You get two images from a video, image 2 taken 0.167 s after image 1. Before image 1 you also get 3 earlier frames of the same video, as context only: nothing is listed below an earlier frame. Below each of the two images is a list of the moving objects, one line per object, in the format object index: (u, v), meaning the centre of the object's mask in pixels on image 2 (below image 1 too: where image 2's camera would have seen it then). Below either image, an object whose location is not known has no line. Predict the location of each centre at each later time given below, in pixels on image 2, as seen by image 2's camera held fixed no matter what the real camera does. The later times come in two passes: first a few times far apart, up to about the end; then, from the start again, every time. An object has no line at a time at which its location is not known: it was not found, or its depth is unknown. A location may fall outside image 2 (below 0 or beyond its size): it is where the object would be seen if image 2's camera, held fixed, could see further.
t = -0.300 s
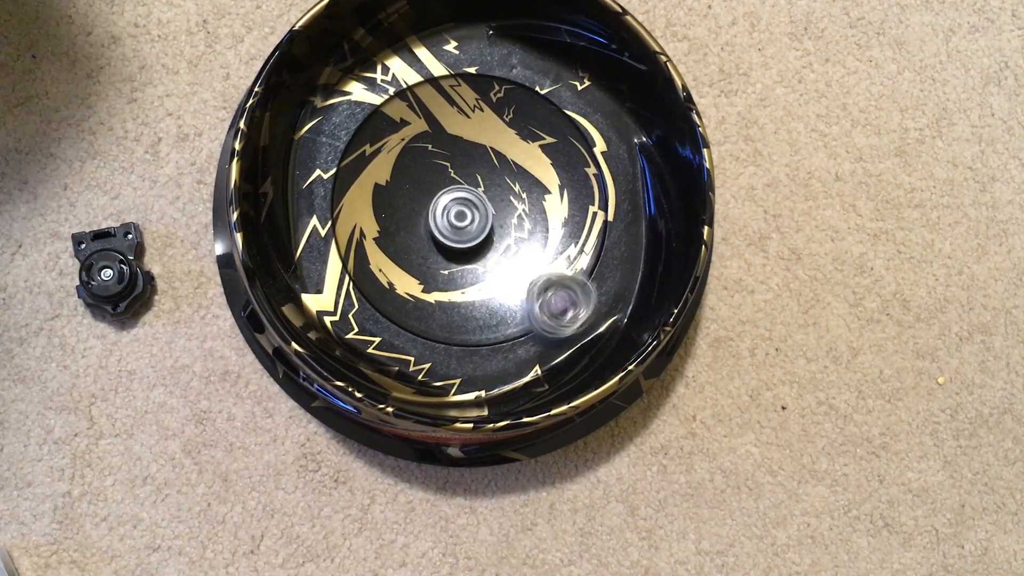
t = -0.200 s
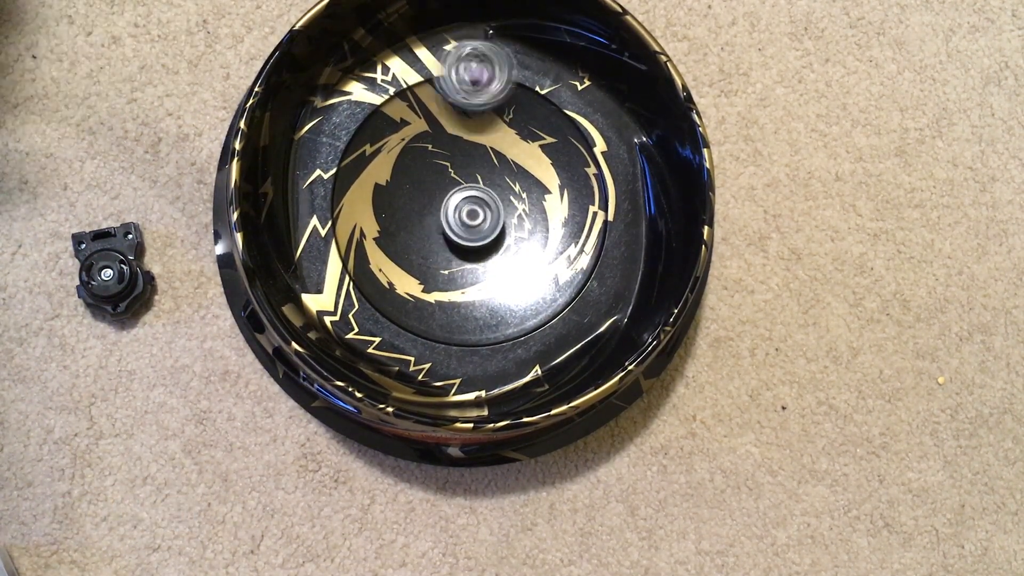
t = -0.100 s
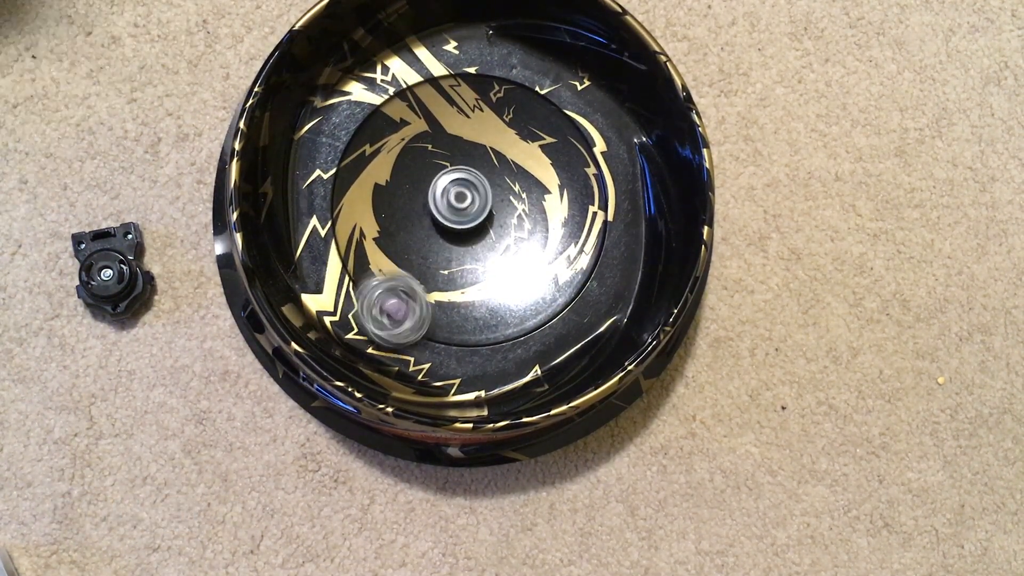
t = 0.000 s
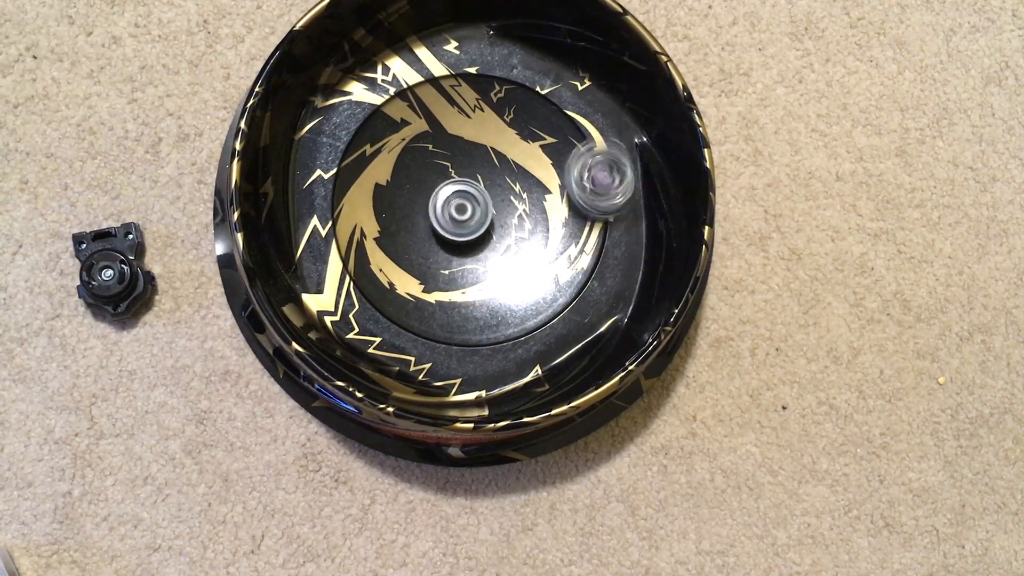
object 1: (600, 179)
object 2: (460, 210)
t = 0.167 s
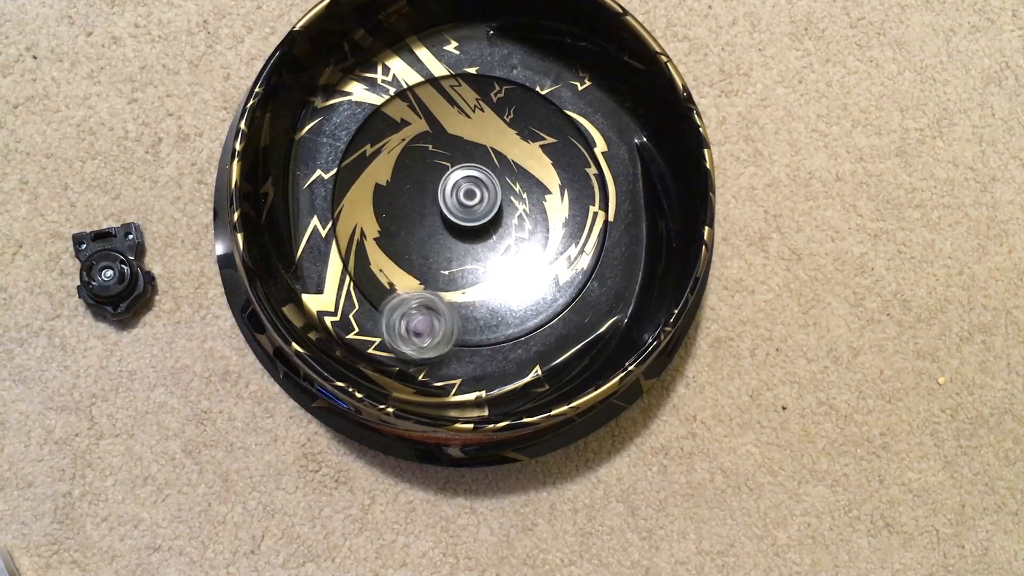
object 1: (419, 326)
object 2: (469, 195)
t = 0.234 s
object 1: (595, 254)
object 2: (467, 211)
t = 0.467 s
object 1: (534, 321)
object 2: (462, 213)
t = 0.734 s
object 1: (538, 320)
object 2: (458, 201)
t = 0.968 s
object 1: (434, 329)
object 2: (474, 197)
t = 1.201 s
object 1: (351, 251)
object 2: (477, 207)
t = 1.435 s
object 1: (366, 132)
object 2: (474, 210)
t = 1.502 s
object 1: (400, 315)
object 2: (471, 206)
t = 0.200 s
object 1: (522, 330)
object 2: (466, 202)
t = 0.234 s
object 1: (595, 254)
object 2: (467, 211)
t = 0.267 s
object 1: (591, 155)
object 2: (473, 217)
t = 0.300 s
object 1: (519, 86)
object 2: (480, 218)
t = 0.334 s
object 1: (420, 88)
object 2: (483, 213)
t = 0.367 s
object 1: (348, 159)
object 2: (479, 207)
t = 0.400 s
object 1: (353, 263)
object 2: (472, 205)
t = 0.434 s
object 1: (431, 330)
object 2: (465, 208)
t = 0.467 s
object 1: (534, 321)
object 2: (462, 213)
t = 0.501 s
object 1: (597, 242)
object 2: (463, 219)
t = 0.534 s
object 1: (585, 145)
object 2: (468, 221)
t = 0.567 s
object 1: (511, 81)
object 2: (473, 218)
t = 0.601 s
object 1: (411, 91)
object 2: (475, 212)
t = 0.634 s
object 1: (346, 166)
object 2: (473, 205)
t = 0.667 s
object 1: (360, 269)
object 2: (468, 200)
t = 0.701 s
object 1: (440, 330)
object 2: (463, 198)
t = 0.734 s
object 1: (538, 320)
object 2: (458, 201)
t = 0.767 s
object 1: (598, 243)
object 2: (458, 206)
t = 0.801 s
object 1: (586, 145)
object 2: (462, 211)
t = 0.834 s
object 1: (510, 83)
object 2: (469, 212)
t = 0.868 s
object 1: (412, 92)
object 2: (475, 210)
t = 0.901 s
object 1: (349, 164)
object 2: (479, 206)
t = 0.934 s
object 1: (357, 265)
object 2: (478, 200)
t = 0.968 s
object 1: (434, 329)
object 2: (474, 197)
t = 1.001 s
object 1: (533, 322)
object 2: (468, 200)
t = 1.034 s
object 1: (595, 247)
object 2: (465, 207)
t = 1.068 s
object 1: (588, 154)
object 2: (467, 214)
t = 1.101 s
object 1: (519, 87)
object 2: (472, 218)
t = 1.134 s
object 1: (424, 87)
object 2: (477, 218)
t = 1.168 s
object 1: (352, 150)
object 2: (480, 213)
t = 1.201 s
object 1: (351, 251)
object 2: (477, 207)
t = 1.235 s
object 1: (420, 324)
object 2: (471, 204)
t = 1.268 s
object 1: (517, 328)
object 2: (464, 205)
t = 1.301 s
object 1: (588, 262)
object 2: (460, 209)
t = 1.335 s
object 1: (594, 171)
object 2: (460, 214)
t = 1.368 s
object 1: (538, 96)
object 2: (464, 217)
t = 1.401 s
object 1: (447, 80)
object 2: (470, 215)
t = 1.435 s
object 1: (366, 132)
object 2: (474, 210)
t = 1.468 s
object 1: (346, 226)
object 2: (474, 205)
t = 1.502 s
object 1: (400, 315)
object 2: (471, 206)
